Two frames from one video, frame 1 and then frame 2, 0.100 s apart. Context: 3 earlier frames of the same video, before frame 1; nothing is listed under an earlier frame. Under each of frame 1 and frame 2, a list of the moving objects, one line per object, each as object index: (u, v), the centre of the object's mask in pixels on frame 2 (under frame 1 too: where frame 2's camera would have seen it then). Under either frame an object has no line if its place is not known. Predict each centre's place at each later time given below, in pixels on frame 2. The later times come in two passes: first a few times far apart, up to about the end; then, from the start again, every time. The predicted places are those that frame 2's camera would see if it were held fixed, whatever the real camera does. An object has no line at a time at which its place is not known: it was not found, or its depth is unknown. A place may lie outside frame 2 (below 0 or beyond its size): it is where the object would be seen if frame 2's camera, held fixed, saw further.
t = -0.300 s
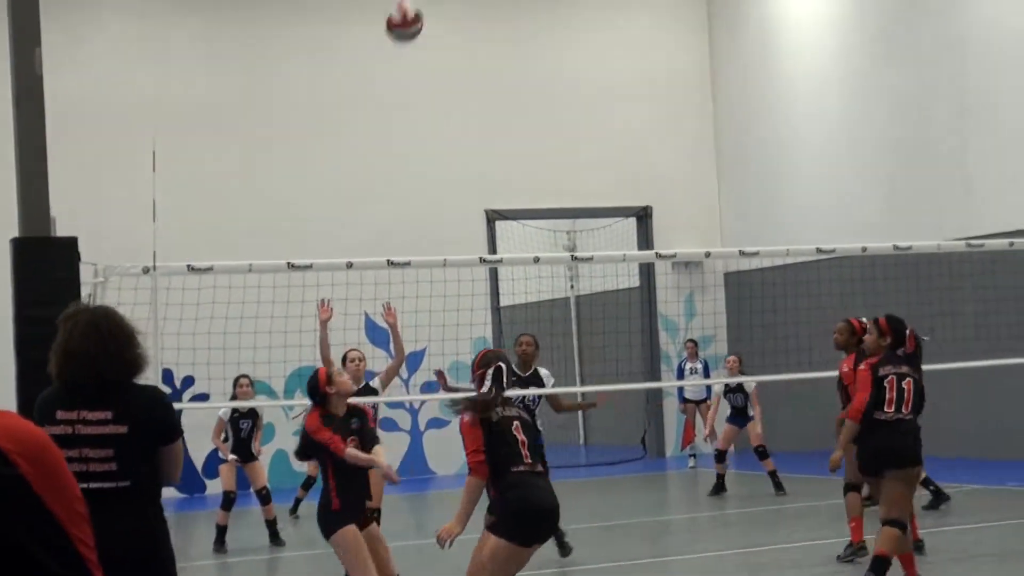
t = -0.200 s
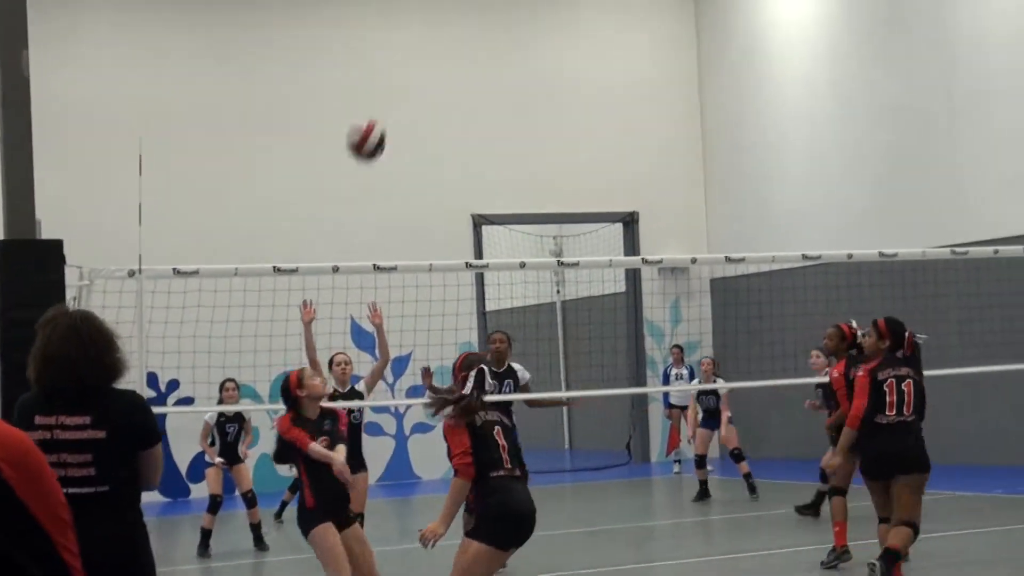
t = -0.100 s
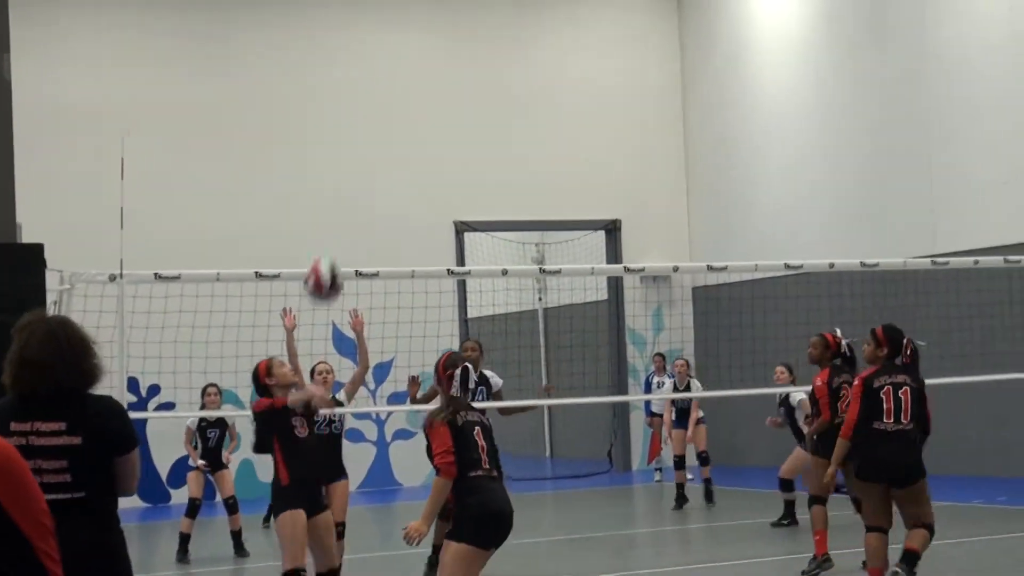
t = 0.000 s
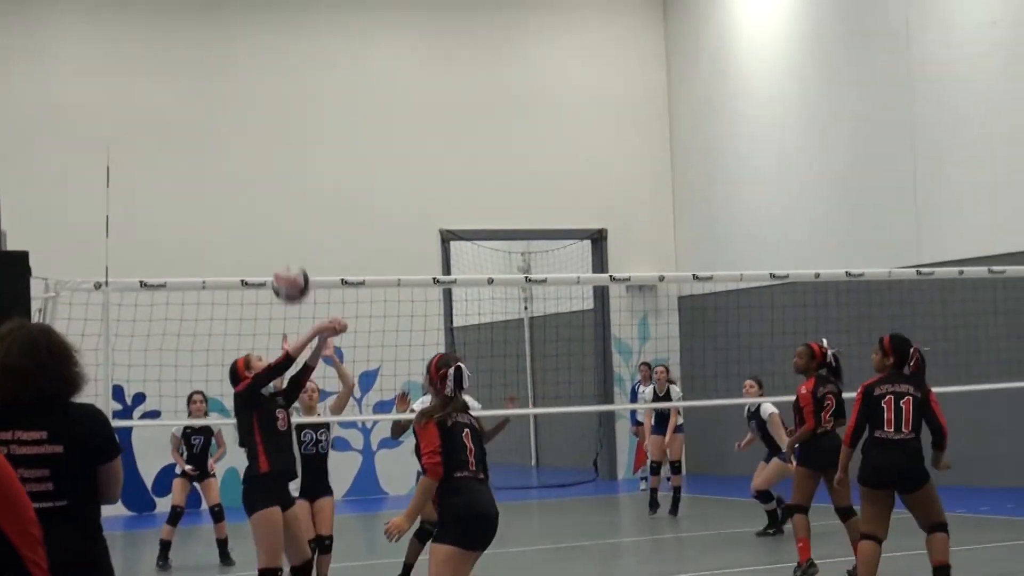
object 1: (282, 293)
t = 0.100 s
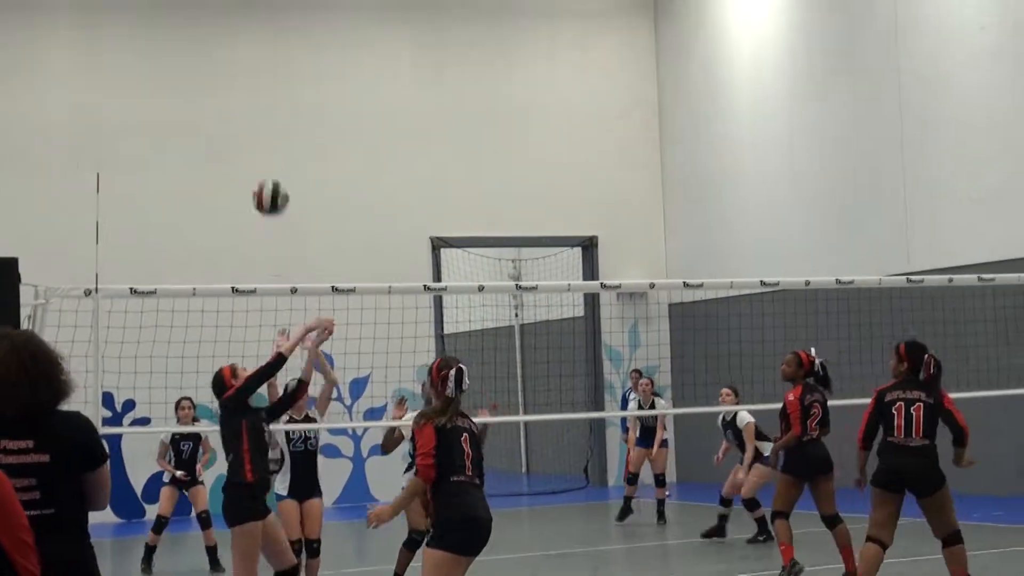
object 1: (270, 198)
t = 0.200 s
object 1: (260, 135)
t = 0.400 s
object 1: (244, 73)
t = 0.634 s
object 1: (227, 83)
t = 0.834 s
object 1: (216, 139)
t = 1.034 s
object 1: (208, 230)
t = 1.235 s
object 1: (200, 348)
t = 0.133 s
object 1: (267, 174)
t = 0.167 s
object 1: (264, 153)
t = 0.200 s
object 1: (260, 135)
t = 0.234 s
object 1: (258, 119)
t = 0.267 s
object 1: (254, 106)
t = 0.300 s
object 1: (252, 94)
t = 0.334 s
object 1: (250, 85)
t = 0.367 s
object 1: (246, 78)
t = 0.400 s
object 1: (244, 73)
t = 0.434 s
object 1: (241, 70)
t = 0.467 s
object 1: (239, 68)
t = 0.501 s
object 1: (236, 69)
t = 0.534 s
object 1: (234, 70)
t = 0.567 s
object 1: (231, 72)
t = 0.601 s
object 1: (229, 77)
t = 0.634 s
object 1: (227, 83)
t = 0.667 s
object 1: (225, 89)
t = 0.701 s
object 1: (223, 97)
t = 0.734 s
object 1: (221, 106)
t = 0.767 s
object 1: (219, 116)
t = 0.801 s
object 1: (218, 127)
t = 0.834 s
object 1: (216, 139)
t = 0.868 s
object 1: (214, 152)
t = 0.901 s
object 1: (213, 166)
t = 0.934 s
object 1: (211, 181)
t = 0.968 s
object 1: (210, 197)
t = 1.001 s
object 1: (209, 214)
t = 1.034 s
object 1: (208, 230)
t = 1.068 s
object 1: (207, 248)
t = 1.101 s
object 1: (205, 267)
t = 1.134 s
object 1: (205, 281)
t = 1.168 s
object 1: (202, 307)
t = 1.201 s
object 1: (202, 327)
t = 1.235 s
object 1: (200, 348)
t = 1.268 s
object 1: (200, 370)
